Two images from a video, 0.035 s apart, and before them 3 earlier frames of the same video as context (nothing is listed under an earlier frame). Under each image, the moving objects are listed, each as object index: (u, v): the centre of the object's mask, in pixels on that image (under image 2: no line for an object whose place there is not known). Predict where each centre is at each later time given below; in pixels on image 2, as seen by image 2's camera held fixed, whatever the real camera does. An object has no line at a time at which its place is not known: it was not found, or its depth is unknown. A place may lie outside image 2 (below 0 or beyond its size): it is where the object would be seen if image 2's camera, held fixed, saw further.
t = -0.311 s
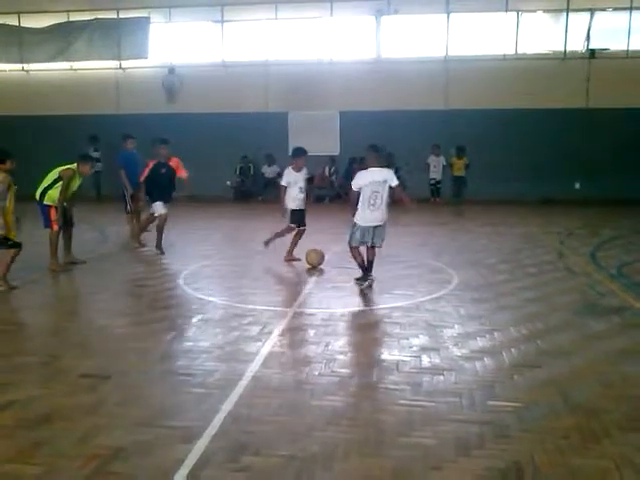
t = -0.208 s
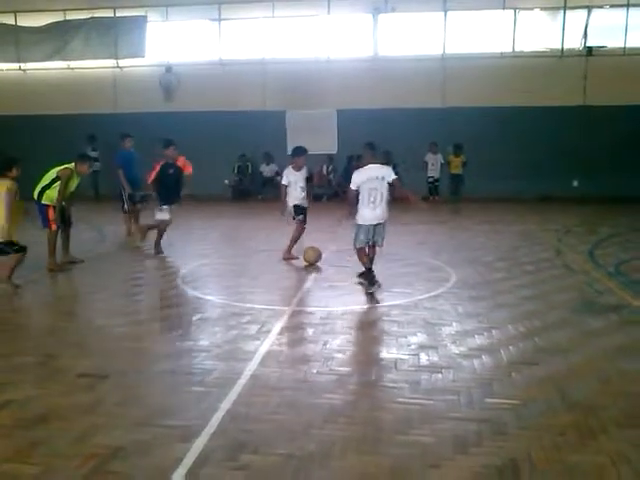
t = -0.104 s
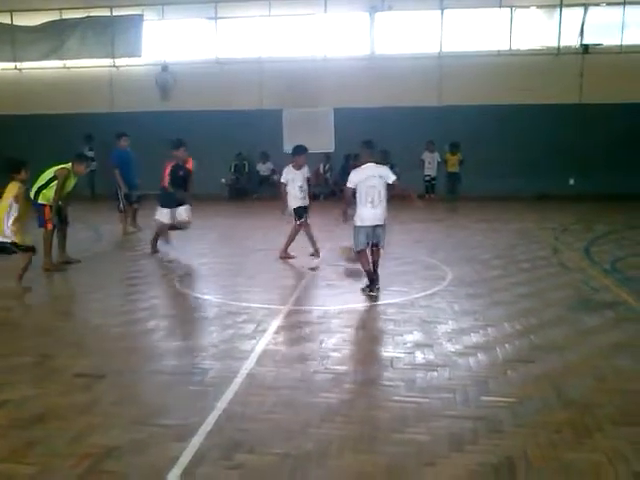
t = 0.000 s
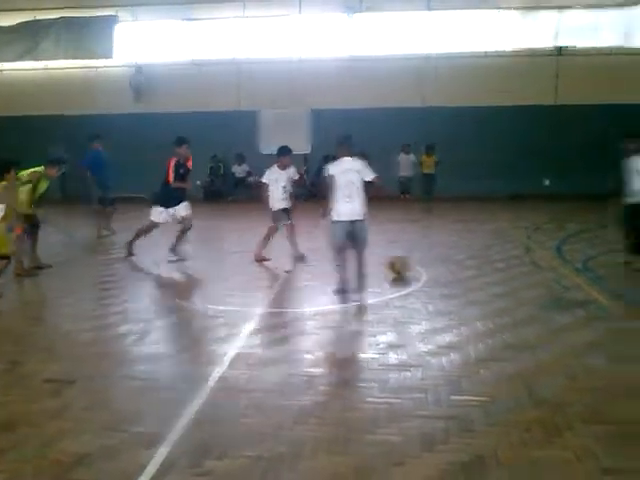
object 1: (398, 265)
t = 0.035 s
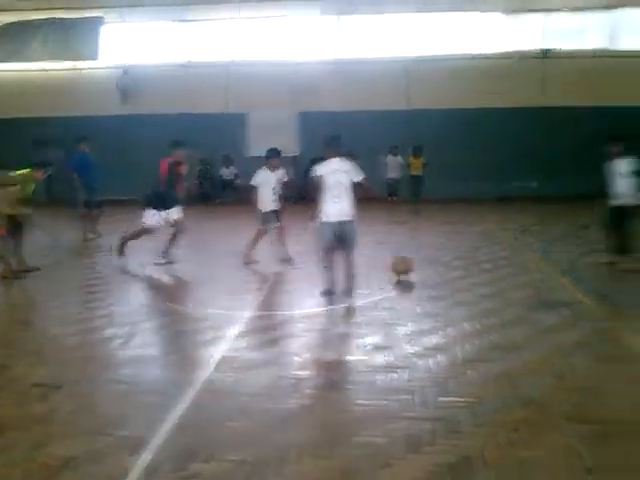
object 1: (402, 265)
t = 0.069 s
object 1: (418, 264)
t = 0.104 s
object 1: (434, 265)
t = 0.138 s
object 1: (451, 267)
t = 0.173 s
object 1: (464, 273)
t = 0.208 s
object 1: (482, 273)
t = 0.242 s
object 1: (494, 271)
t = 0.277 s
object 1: (509, 269)
